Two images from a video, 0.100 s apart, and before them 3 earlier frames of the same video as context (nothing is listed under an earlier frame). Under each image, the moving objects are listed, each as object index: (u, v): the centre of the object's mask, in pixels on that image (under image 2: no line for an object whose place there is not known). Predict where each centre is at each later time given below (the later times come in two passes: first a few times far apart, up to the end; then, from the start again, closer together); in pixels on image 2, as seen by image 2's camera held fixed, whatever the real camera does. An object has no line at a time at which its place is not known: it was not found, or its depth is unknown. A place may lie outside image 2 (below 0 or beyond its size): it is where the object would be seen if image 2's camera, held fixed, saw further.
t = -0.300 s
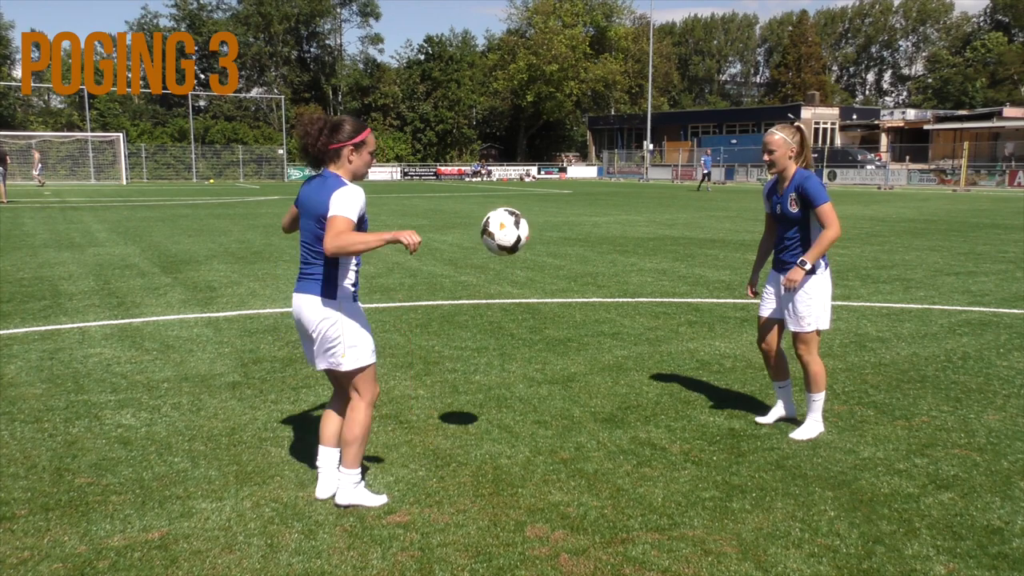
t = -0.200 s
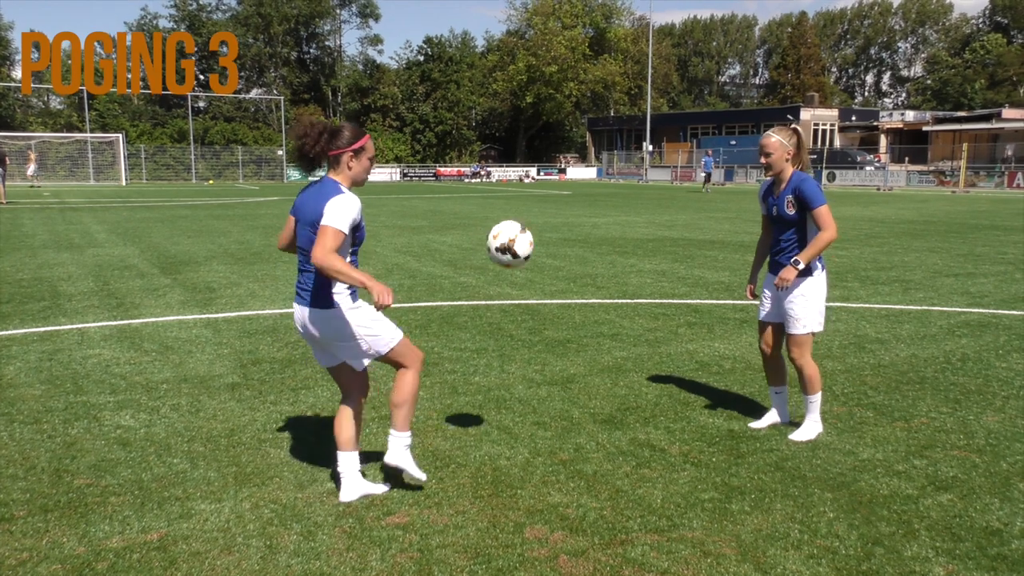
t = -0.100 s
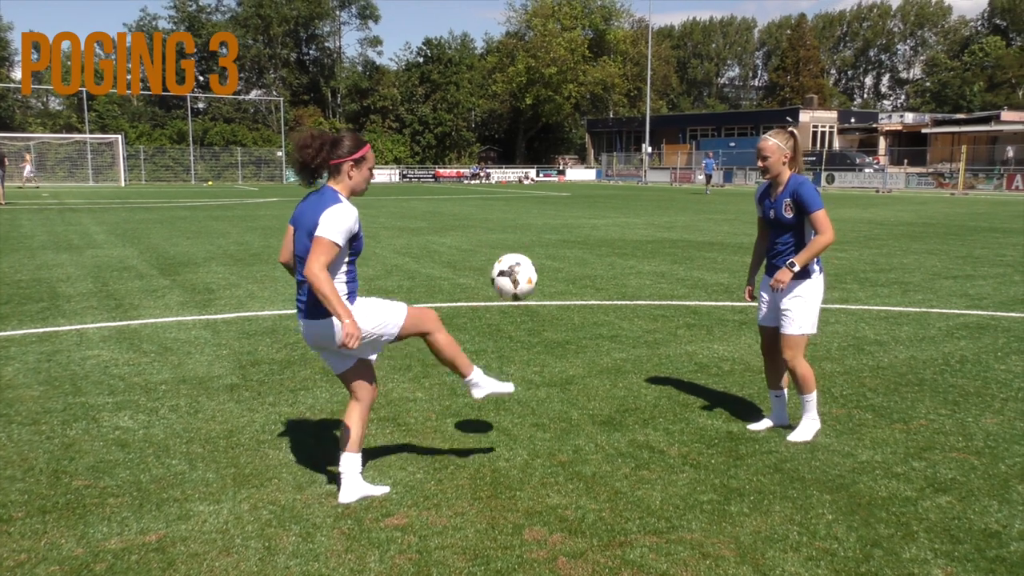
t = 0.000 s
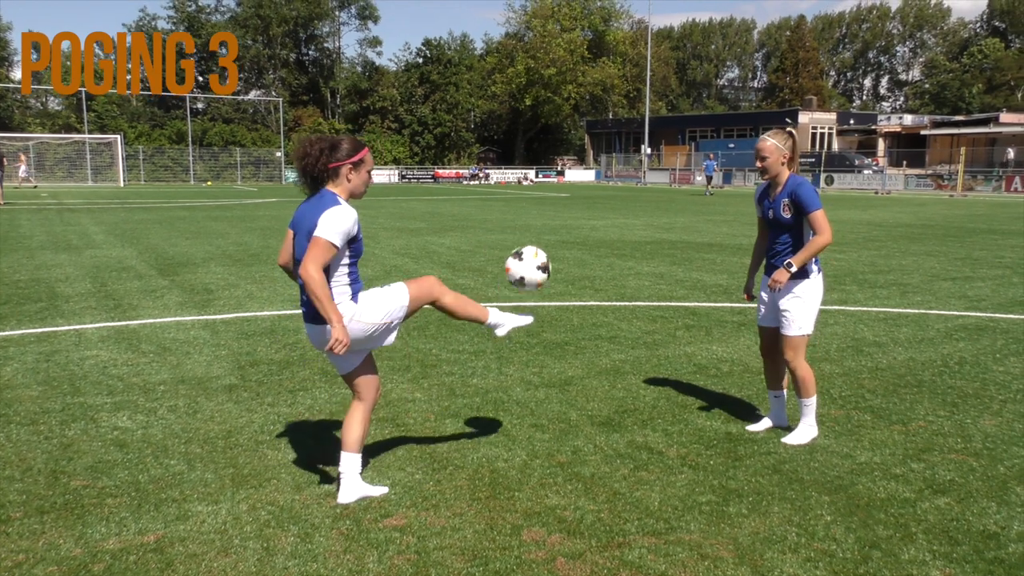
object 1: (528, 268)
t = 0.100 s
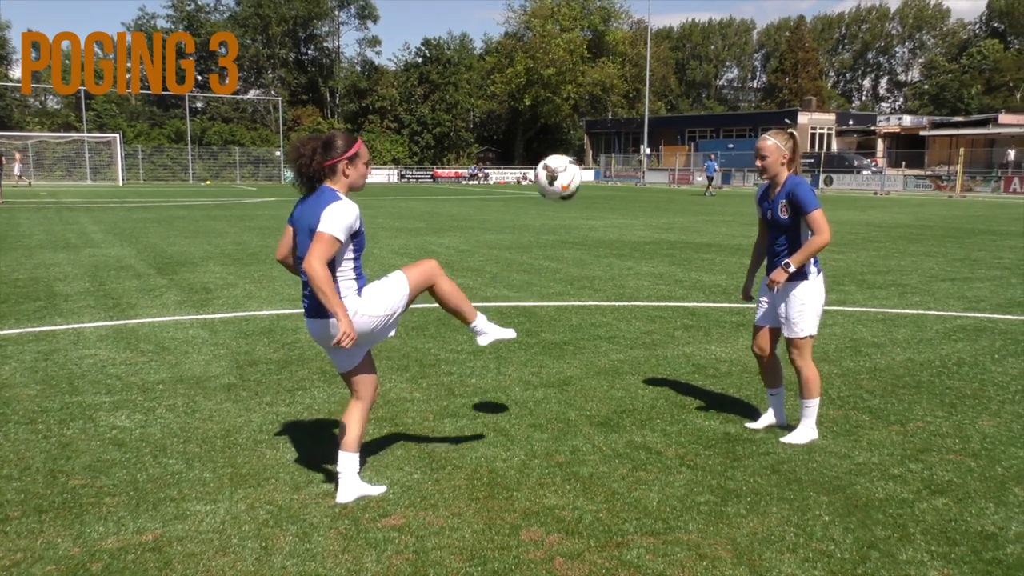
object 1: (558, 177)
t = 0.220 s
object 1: (595, 93)
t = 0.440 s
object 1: (666, 16)
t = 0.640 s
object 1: (729, 25)
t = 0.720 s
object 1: (752, 59)
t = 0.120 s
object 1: (564, 161)
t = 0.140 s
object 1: (570, 146)
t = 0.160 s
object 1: (577, 132)
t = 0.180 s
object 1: (583, 118)
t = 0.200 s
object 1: (590, 106)
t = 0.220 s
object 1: (595, 93)
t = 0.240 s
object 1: (602, 81)
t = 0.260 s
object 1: (608, 70)
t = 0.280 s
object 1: (615, 60)
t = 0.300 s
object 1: (621, 51)
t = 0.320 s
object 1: (628, 42)
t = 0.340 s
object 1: (634, 36)
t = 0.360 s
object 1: (640, 28)
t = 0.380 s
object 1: (647, 23)
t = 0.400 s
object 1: (653, 19)
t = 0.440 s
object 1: (666, 16)
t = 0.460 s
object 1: (672, 14)
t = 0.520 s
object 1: (691, 12)
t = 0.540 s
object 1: (697, 13)
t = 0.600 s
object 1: (716, 17)
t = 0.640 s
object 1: (729, 25)
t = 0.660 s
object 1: (734, 33)
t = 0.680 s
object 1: (741, 41)
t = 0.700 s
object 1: (747, 49)
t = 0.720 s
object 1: (752, 59)
